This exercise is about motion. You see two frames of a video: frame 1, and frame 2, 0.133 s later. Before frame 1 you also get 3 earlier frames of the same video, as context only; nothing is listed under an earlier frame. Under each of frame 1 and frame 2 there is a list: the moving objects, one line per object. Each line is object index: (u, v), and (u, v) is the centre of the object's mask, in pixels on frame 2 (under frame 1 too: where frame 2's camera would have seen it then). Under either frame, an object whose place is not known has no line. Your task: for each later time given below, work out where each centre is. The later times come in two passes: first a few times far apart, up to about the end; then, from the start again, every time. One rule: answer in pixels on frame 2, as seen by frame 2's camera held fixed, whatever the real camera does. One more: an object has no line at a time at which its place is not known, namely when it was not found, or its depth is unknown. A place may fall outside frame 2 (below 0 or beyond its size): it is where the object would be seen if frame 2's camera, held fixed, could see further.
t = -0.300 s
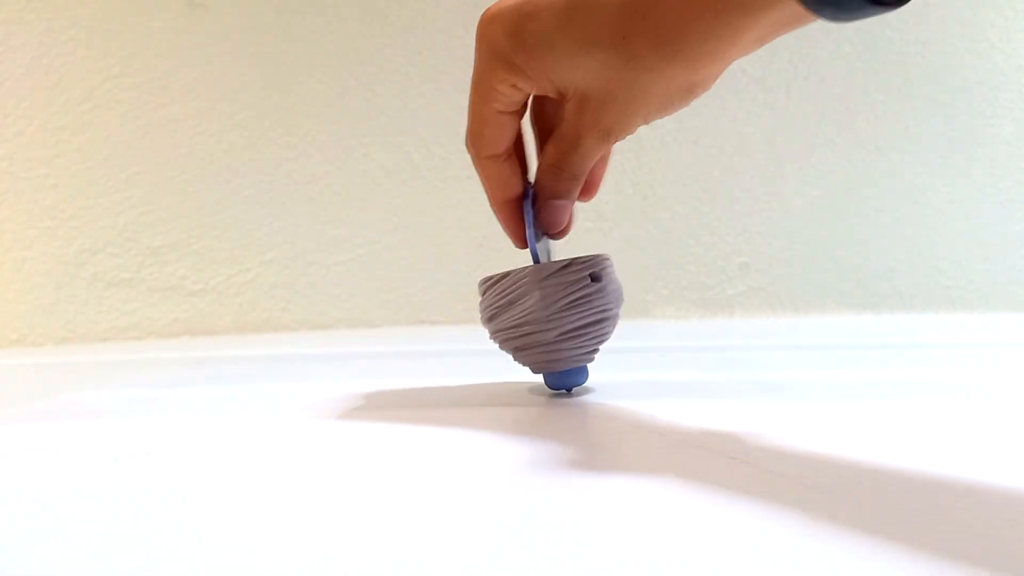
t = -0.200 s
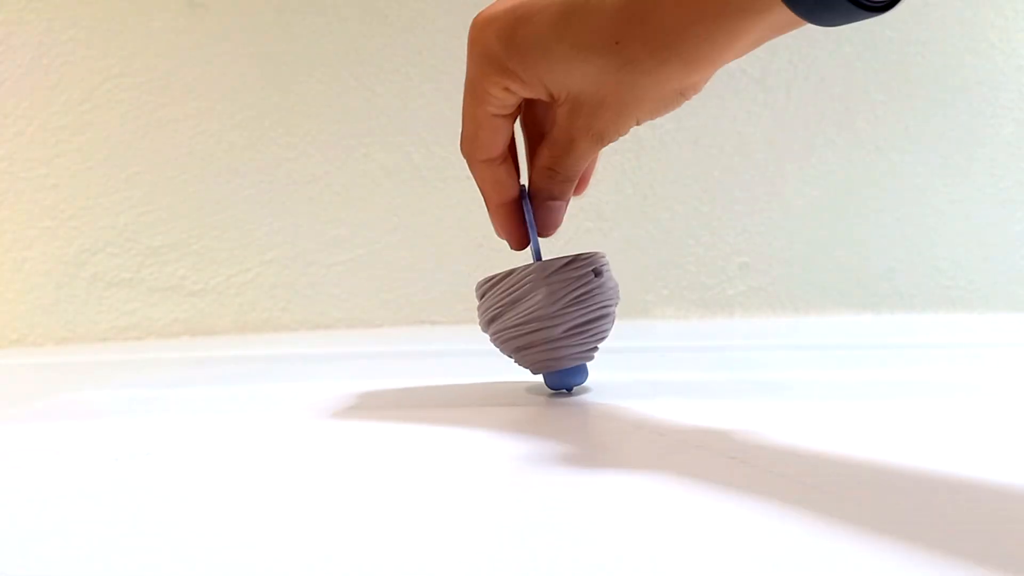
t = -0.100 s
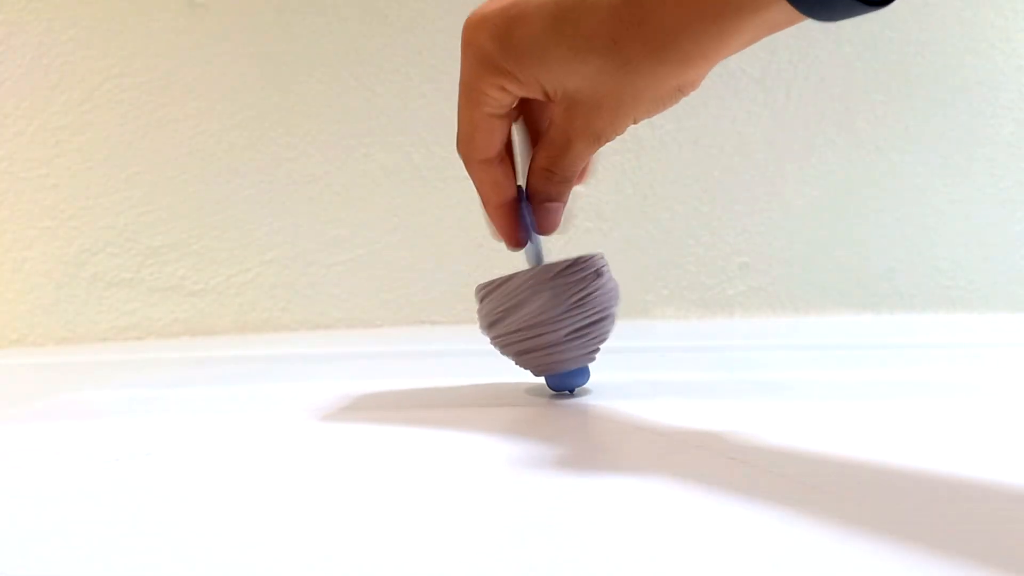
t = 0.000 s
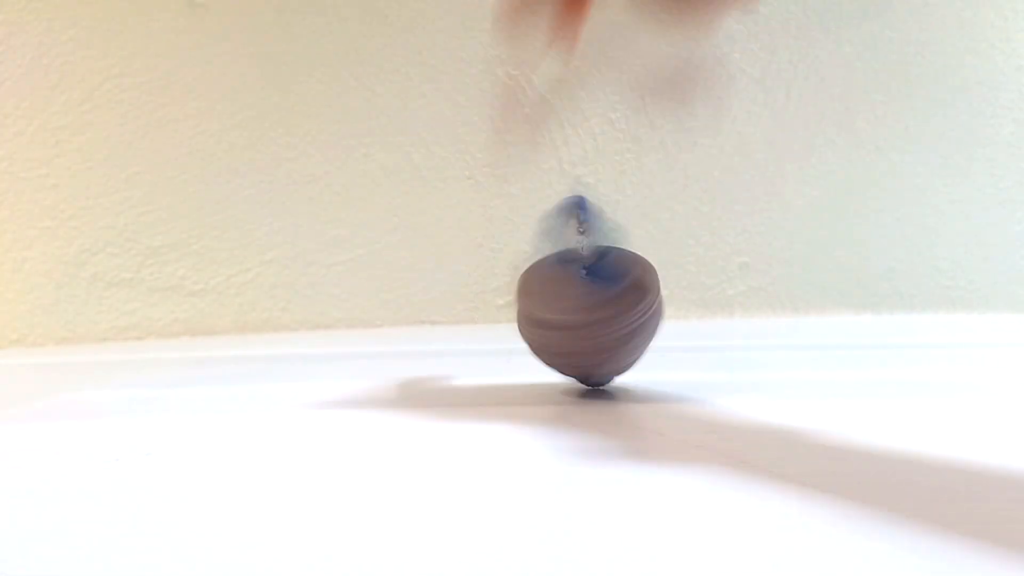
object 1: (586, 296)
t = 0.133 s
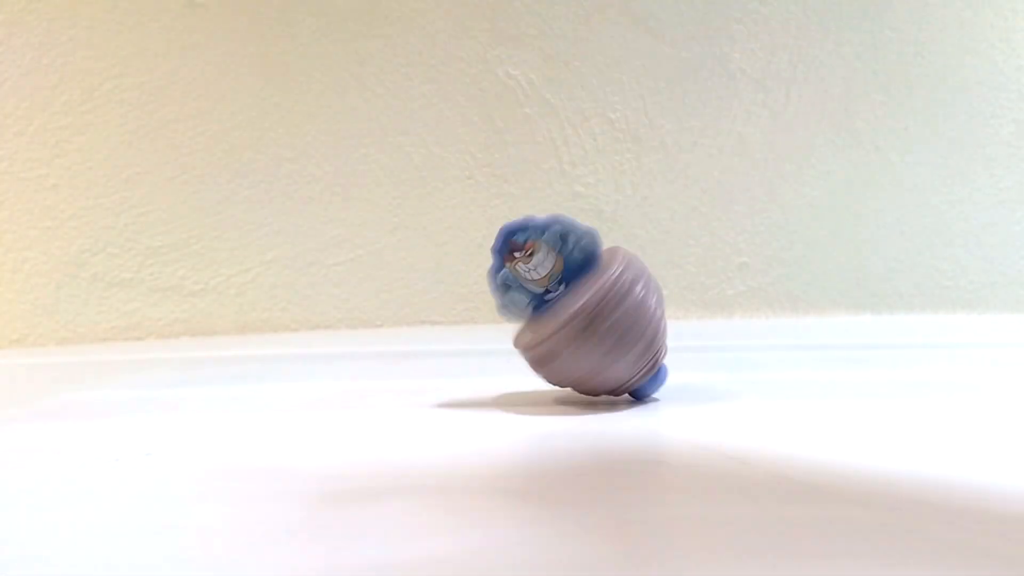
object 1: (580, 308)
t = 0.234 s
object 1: (568, 322)
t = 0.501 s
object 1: (480, 319)
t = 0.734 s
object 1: (503, 318)
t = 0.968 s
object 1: (555, 325)
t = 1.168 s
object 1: (535, 325)
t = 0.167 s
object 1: (580, 313)
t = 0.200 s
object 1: (574, 321)
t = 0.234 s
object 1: (568, 322)
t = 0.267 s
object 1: (563, 320)
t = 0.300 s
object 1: (551, 326)
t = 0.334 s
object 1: (545, 329)
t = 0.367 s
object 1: (529, 328)
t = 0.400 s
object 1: (517, 329)
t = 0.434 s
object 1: (500, 331)
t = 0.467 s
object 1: (486, 323)
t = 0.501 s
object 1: (480, 319)
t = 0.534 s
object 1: (477, 320)
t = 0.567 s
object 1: (465, 332)
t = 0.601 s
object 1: (476, 321)
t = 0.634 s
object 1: (485, 316)
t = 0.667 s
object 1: (492, 316)
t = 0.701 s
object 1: (496, 316)
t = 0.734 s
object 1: (503, 318)
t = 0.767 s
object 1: (515, 318)
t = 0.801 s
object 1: (526, 319)
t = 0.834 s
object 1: (532, 314)
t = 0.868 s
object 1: (541, 313)
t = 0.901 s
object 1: (549, 319)
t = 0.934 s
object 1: (561, 328)
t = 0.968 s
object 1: (555, 325)
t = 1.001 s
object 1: (549, 321)
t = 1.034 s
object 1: (546, 320)
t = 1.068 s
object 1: (544, 320)
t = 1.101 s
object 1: (542, 321)
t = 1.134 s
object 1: (538, 322)
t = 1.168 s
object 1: (535, 325)
